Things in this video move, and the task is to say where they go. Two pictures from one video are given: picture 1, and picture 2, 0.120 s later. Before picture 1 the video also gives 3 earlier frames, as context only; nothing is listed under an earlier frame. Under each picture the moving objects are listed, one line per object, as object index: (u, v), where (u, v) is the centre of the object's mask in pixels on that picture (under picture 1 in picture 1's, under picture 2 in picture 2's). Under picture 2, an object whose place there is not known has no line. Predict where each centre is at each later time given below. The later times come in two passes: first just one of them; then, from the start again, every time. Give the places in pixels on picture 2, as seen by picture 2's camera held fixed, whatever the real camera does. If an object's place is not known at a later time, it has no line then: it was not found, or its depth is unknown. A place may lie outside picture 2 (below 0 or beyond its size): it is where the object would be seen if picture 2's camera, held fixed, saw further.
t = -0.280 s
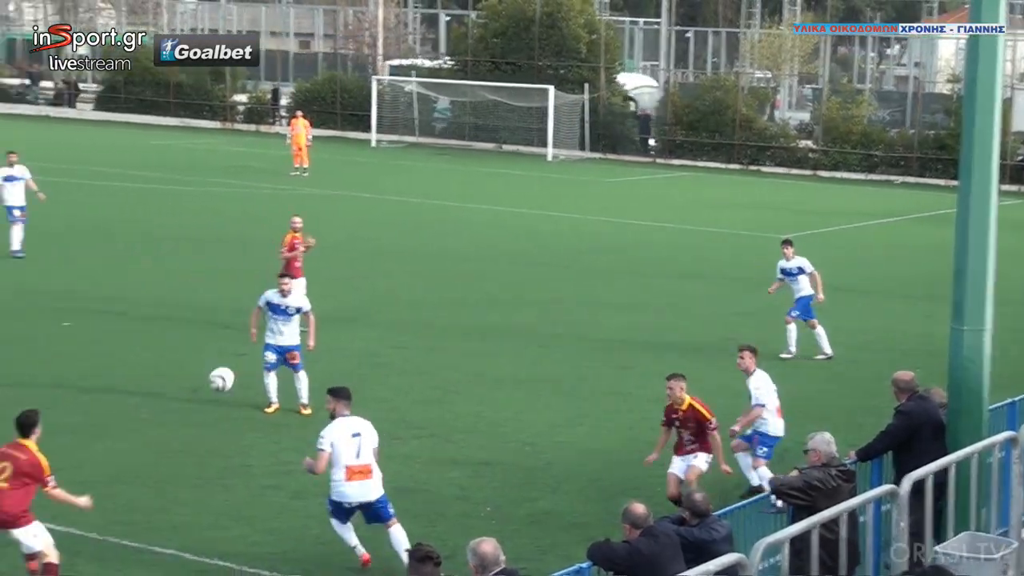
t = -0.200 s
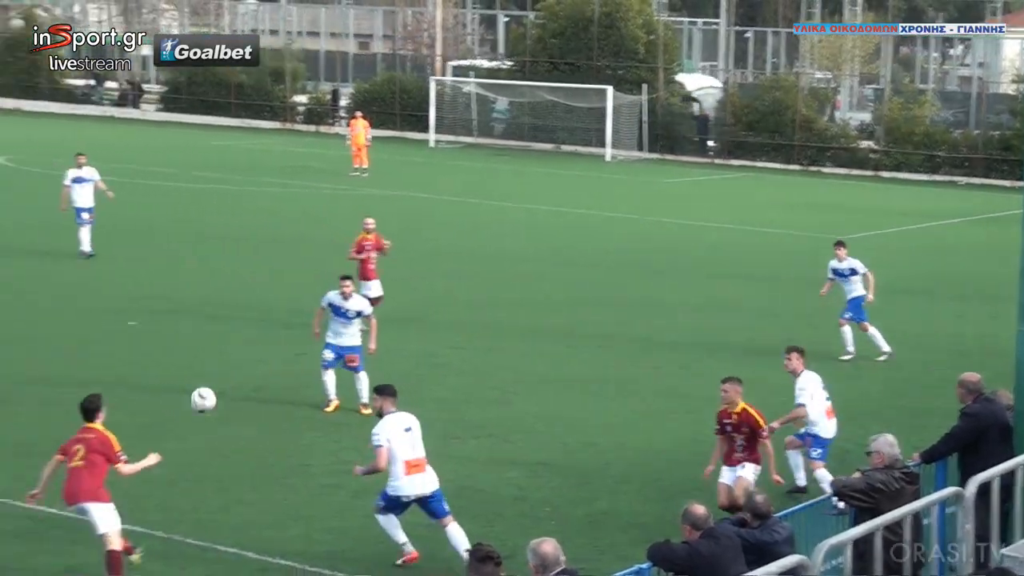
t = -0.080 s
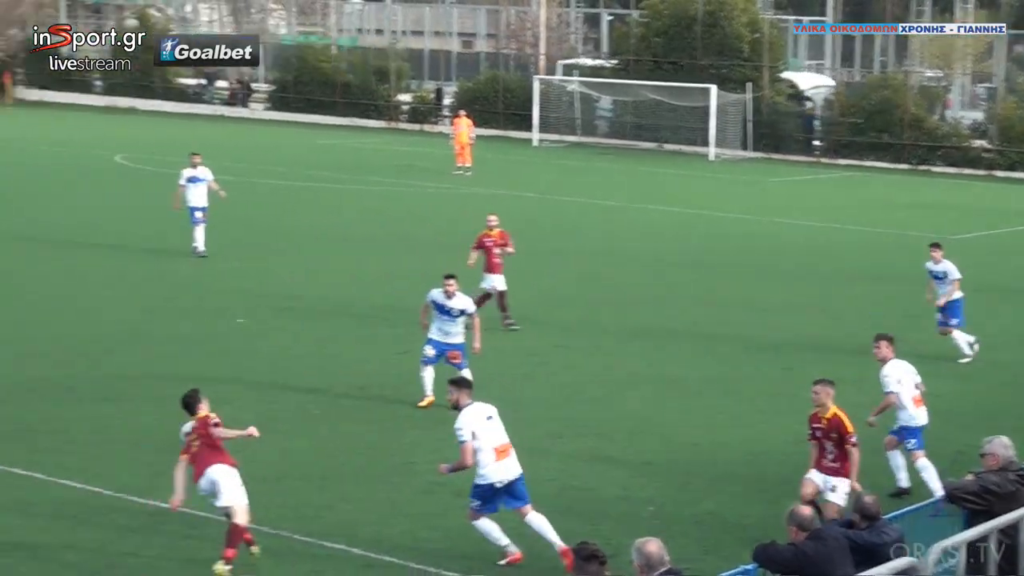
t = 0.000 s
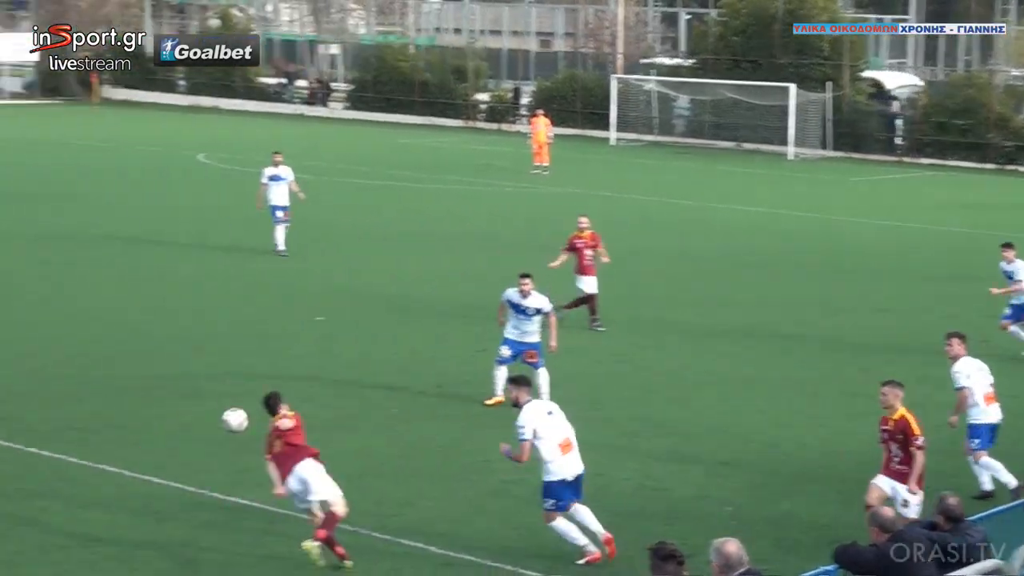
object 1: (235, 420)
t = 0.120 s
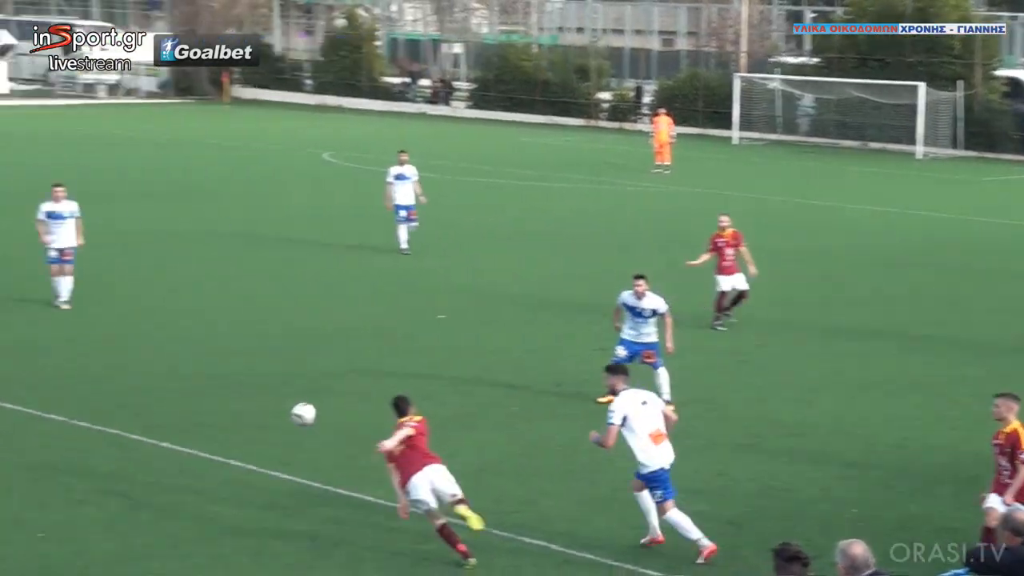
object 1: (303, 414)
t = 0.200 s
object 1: (266, 421)
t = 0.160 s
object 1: (285, 417)
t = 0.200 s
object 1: (266, 421)
